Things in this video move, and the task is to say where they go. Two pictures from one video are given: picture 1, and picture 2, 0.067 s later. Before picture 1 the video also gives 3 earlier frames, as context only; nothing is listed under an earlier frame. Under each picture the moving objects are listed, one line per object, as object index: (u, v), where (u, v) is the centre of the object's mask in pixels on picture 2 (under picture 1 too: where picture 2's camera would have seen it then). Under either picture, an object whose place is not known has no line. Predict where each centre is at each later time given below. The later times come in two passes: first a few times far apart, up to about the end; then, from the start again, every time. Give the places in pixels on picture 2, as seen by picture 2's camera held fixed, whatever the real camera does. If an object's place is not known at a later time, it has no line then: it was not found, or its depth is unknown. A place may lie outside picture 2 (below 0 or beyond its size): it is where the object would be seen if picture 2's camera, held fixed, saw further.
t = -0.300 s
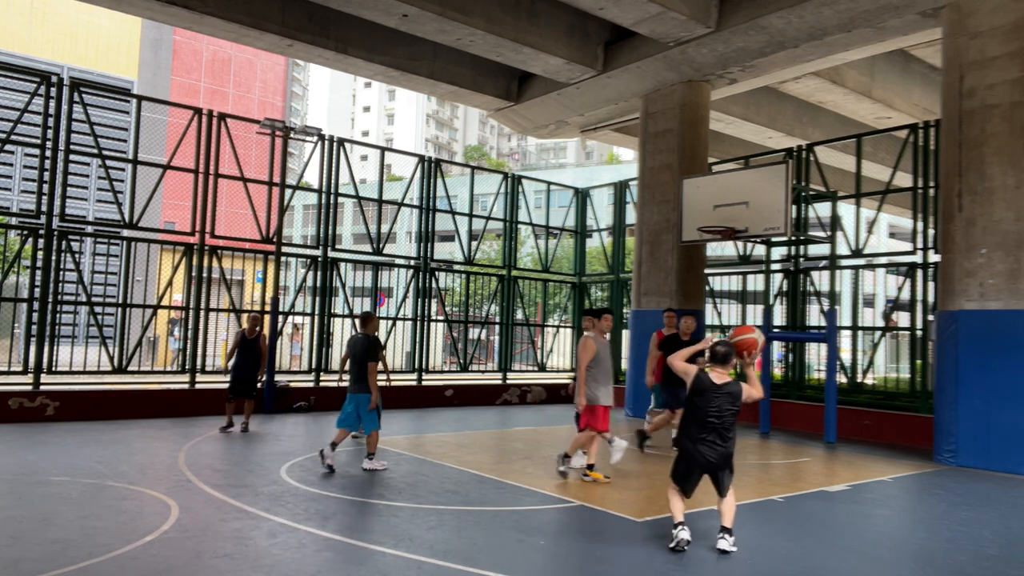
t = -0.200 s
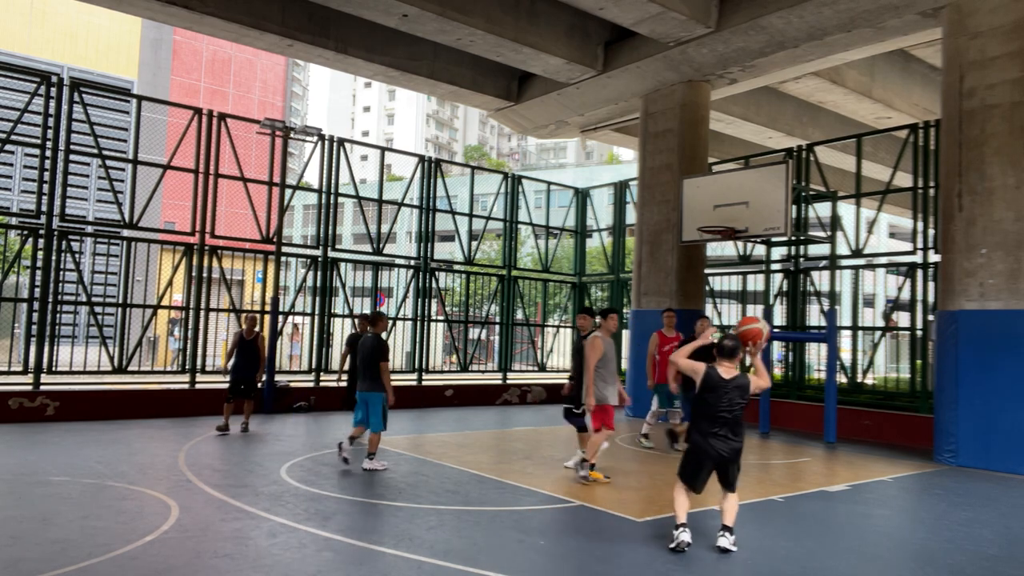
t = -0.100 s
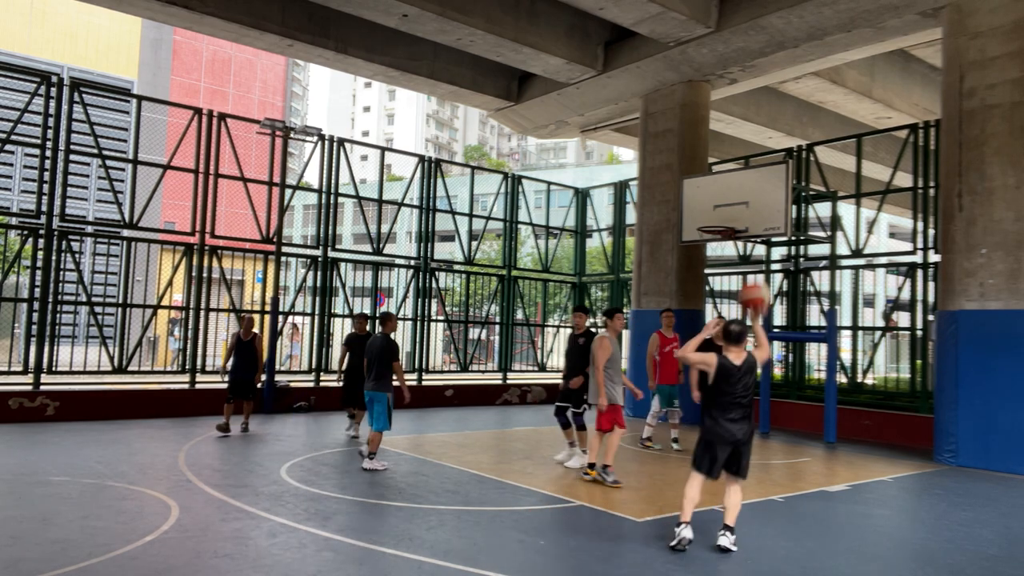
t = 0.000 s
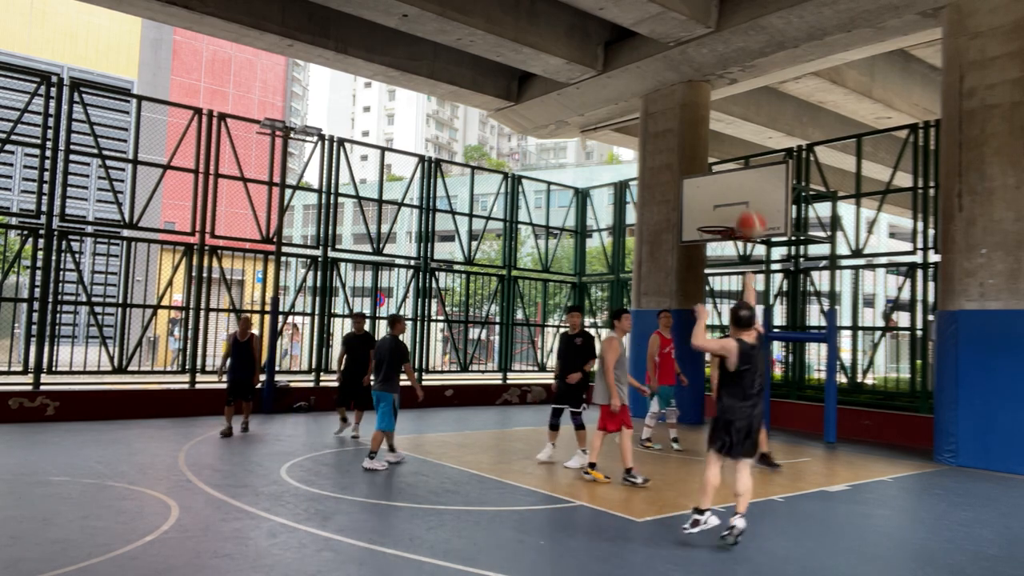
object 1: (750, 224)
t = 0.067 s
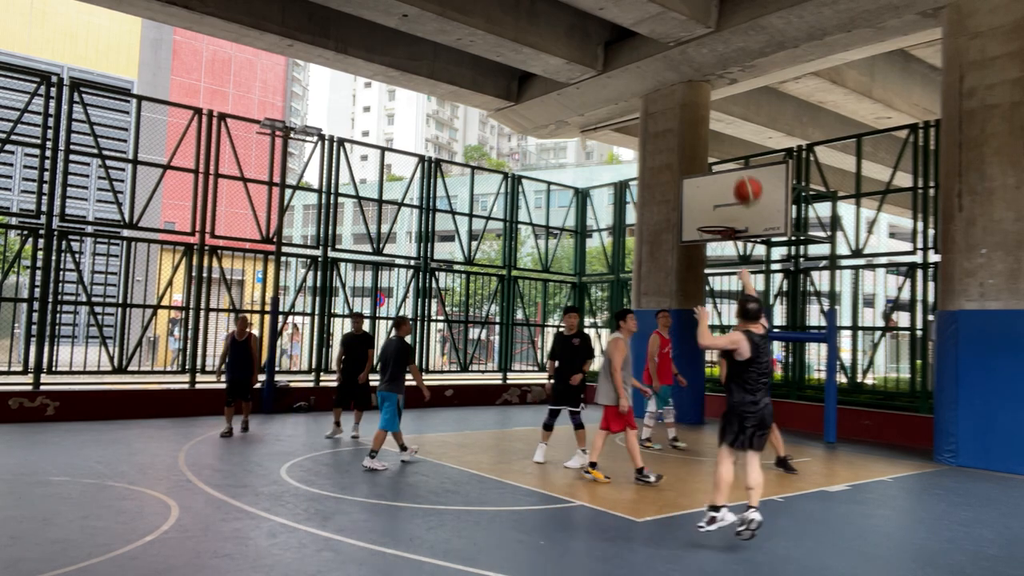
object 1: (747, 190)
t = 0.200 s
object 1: (743, 143)
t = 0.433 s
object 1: (736, 117)
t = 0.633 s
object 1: (730, 134)
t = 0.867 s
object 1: (723, 185)
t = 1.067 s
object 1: (718, 241)
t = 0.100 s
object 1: (746, 175)
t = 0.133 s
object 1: (745, 163)
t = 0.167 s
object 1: (744, 153)
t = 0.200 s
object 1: (743, 143)
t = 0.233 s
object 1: (742, 136)
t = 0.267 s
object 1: (741, 129)
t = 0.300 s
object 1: (740, 125)
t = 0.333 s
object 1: (739, 121)
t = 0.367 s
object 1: (738, 119)
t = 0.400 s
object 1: (737, 117)
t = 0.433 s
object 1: (736, 117)
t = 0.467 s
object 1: (734, 118)
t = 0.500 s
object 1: (734, 119)
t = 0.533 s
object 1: (732, 122)
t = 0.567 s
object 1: (732, 125)
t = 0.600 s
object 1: (731, 129)
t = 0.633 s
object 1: (730, 134)
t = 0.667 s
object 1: (729, 139)
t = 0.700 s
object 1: (728, 145)
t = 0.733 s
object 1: (727, 152)
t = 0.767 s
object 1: (726, 160)
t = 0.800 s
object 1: (725, 168)
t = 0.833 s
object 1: (724, 176)
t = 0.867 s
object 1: (723, 185)
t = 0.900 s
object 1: (722, 194)
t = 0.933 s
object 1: (721, 205)
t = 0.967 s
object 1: (721, 215)
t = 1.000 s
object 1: (720, 224)
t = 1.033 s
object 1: (720, 237)
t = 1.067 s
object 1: (718, 241)
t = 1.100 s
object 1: (715, 245)
